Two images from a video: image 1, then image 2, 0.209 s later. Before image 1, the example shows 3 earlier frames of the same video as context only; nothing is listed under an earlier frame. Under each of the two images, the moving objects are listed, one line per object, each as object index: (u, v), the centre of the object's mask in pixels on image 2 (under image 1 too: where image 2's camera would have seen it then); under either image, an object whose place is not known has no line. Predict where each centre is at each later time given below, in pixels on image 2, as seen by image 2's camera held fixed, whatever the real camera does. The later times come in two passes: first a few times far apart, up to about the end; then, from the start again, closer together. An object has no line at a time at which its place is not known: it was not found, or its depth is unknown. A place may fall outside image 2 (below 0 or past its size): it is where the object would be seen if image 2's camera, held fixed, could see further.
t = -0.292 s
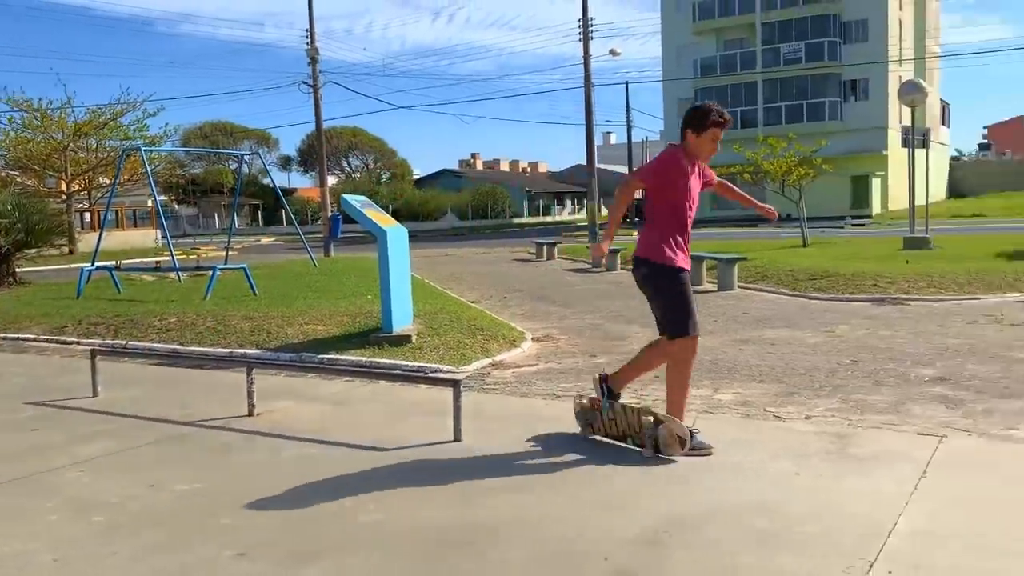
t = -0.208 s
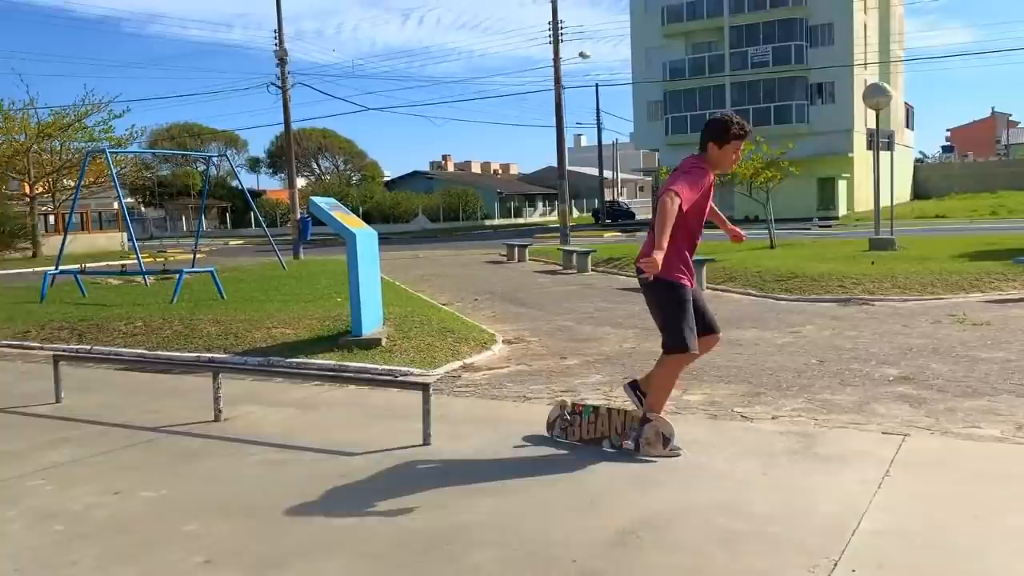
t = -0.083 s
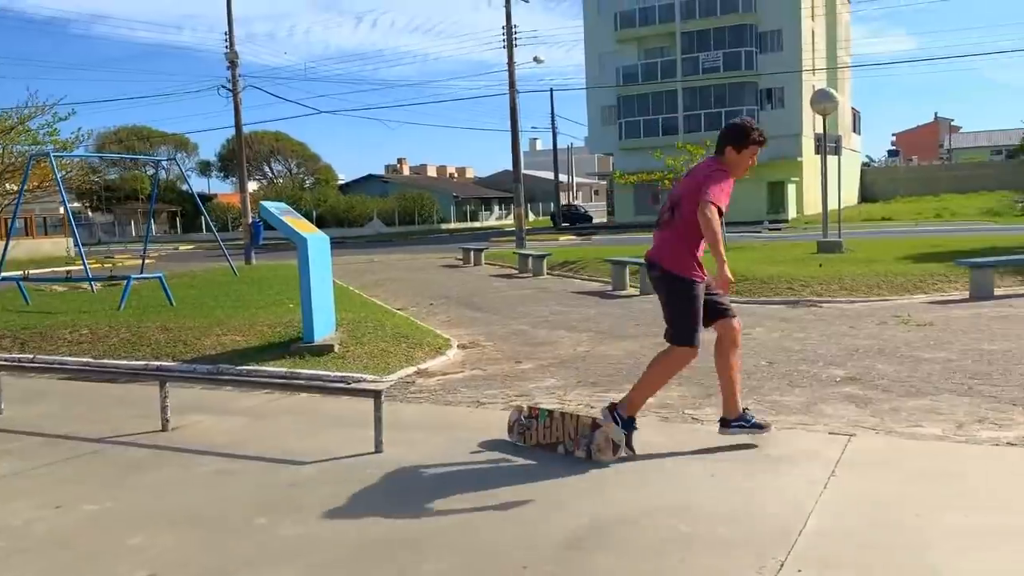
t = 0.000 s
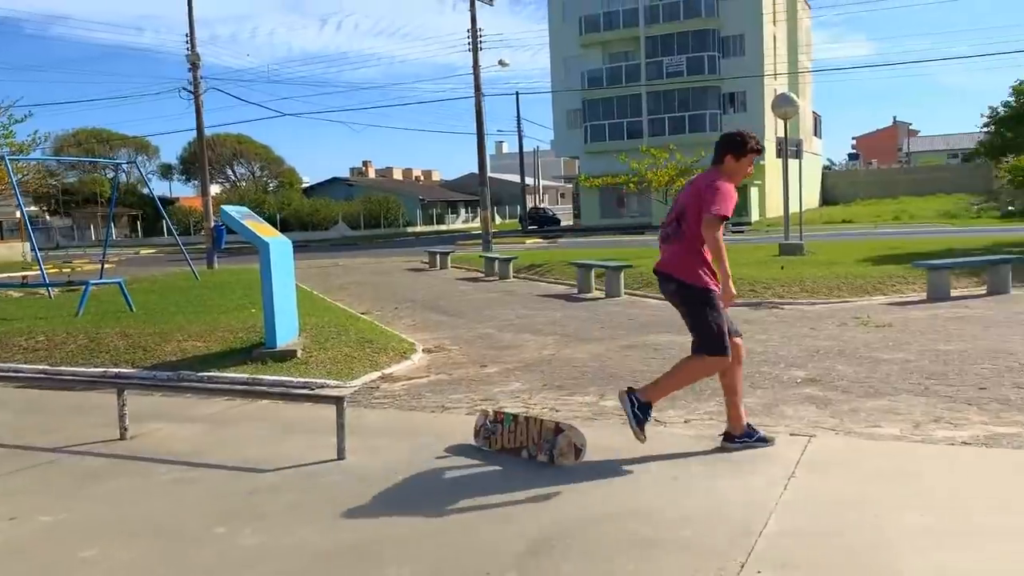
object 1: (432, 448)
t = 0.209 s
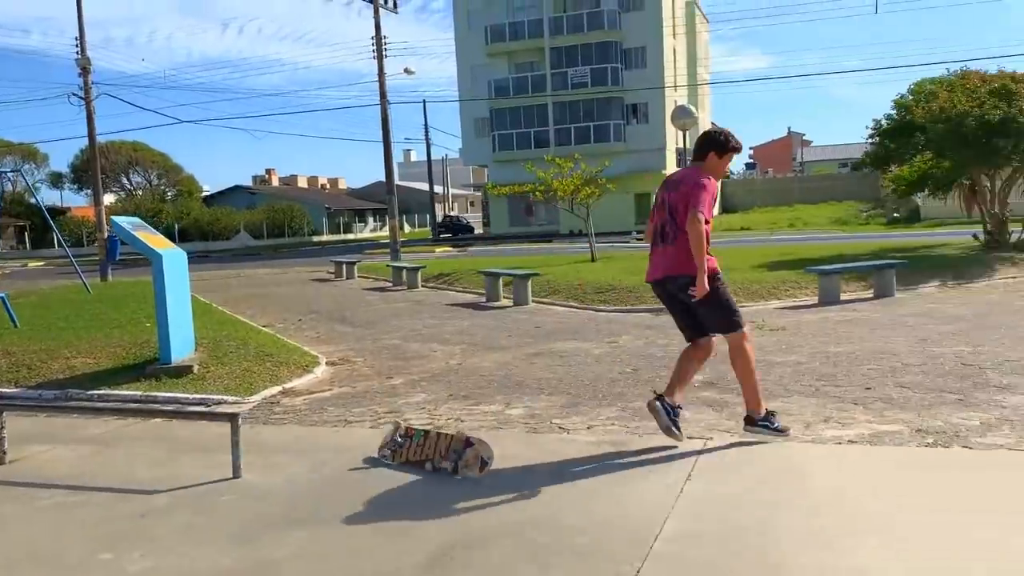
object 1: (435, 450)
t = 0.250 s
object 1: (437, 451)
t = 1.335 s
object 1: (440, 449)
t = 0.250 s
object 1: (437, 451)
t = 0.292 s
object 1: (439, 455)
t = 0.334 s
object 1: (439, 457)
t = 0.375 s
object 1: (442, 453)
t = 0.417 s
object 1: (439, 448)
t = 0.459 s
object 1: (440, 446)
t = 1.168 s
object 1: (437, 454)
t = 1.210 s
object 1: (439, 456)
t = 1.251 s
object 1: (442, 457)
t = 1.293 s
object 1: (442, 454)
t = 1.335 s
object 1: (440, 449)
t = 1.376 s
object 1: (441, 446)
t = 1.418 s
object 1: (441, 446)
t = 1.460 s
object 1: (441, 446)
